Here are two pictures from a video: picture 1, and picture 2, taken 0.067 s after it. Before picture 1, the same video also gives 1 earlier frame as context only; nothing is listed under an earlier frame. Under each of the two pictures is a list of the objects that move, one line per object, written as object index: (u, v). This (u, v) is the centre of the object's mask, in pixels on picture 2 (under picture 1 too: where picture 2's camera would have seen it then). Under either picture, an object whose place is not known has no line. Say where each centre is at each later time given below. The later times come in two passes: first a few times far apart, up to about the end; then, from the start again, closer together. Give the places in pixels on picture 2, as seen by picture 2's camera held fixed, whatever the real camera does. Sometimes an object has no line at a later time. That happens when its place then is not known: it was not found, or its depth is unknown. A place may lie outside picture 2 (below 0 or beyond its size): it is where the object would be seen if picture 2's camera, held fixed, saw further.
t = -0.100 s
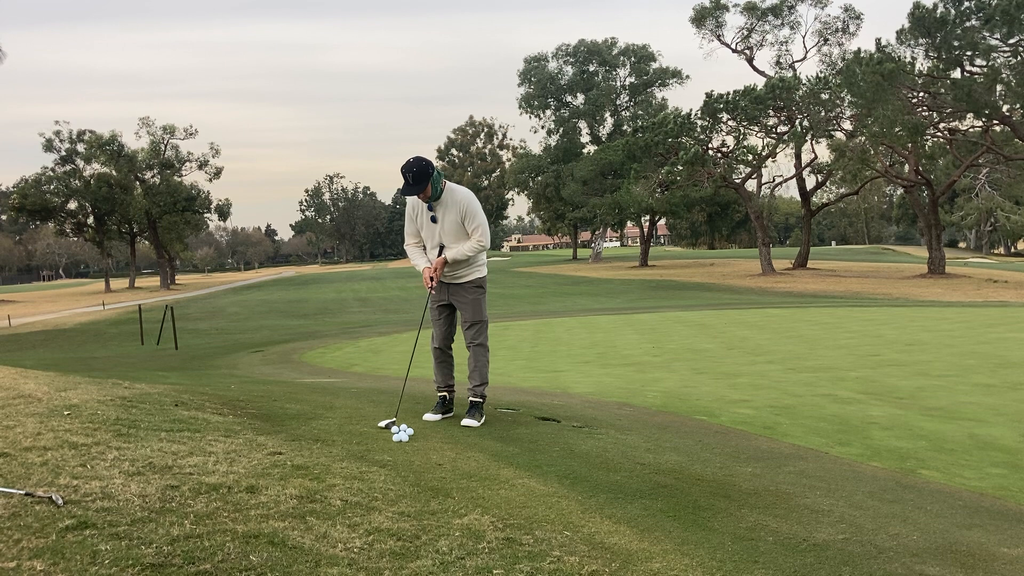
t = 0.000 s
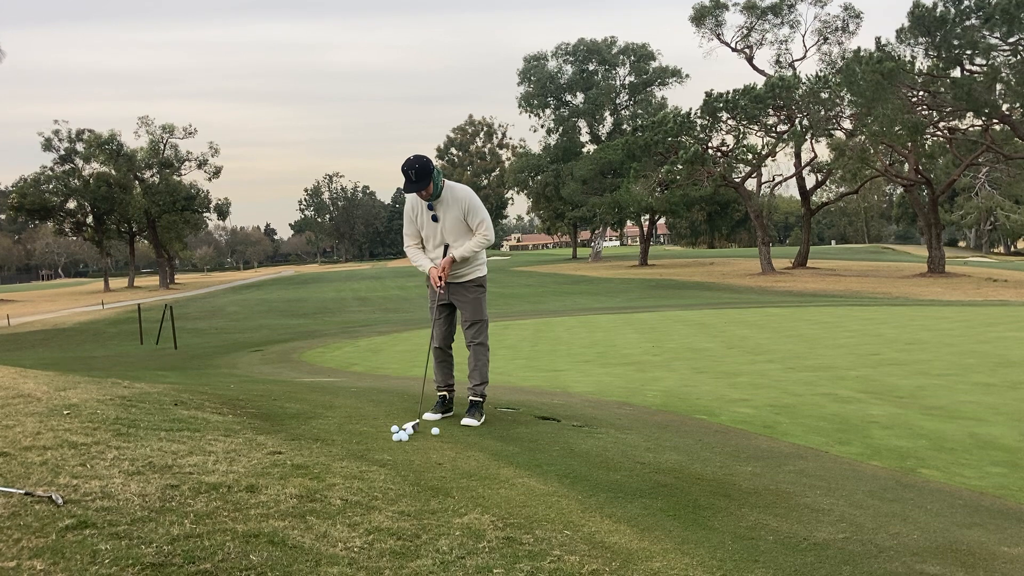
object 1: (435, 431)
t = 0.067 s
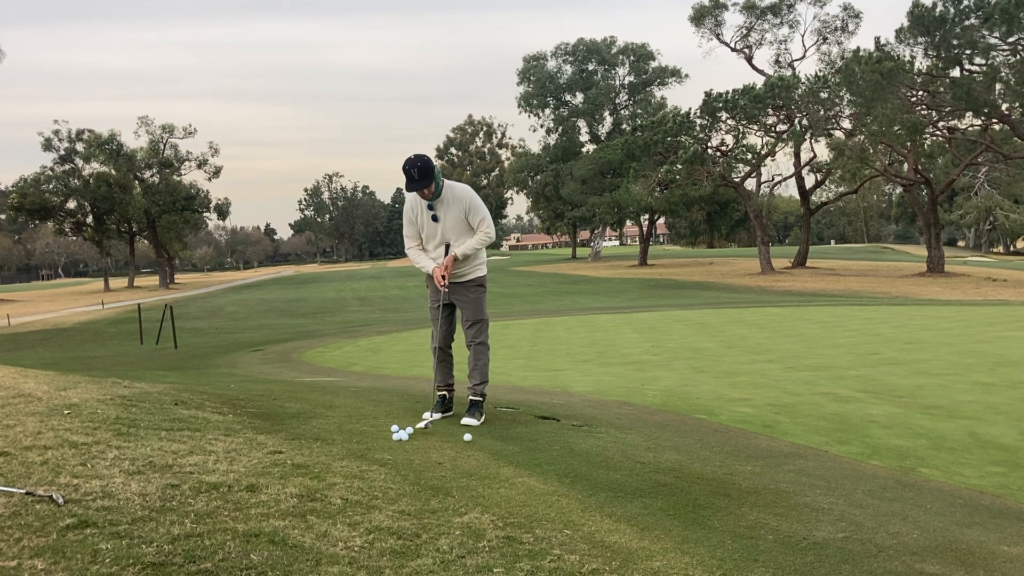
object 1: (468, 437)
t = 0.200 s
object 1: (532, 451)
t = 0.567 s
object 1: (704, 482)
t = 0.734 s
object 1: (790, 495)
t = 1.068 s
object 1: (978, 519)
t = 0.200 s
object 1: (532, 451)
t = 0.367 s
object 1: (610, 465)
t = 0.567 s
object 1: (704, 482)
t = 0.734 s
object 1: (790, 495)
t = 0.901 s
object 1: (881, 507)
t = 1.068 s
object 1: (978, 519)
